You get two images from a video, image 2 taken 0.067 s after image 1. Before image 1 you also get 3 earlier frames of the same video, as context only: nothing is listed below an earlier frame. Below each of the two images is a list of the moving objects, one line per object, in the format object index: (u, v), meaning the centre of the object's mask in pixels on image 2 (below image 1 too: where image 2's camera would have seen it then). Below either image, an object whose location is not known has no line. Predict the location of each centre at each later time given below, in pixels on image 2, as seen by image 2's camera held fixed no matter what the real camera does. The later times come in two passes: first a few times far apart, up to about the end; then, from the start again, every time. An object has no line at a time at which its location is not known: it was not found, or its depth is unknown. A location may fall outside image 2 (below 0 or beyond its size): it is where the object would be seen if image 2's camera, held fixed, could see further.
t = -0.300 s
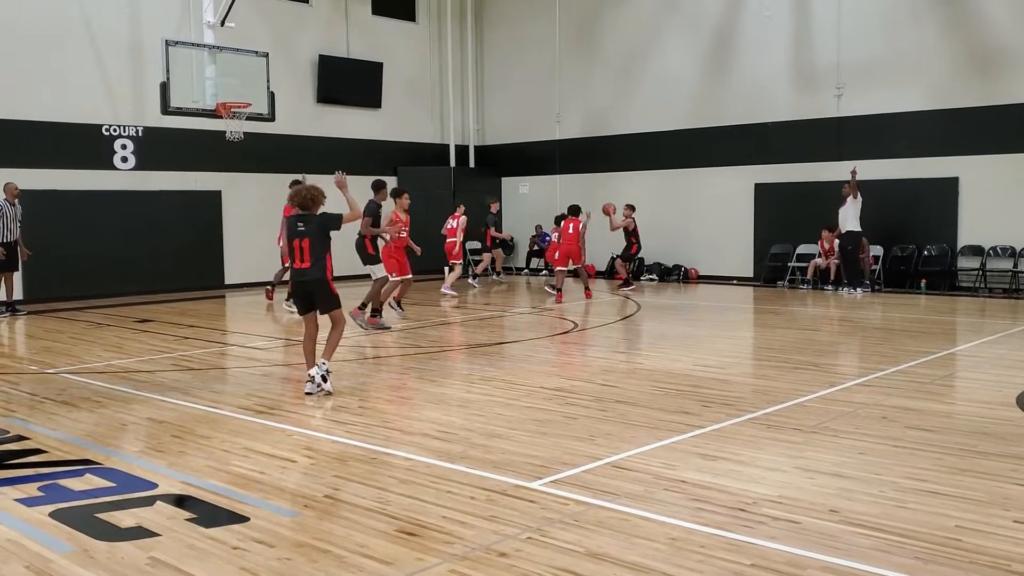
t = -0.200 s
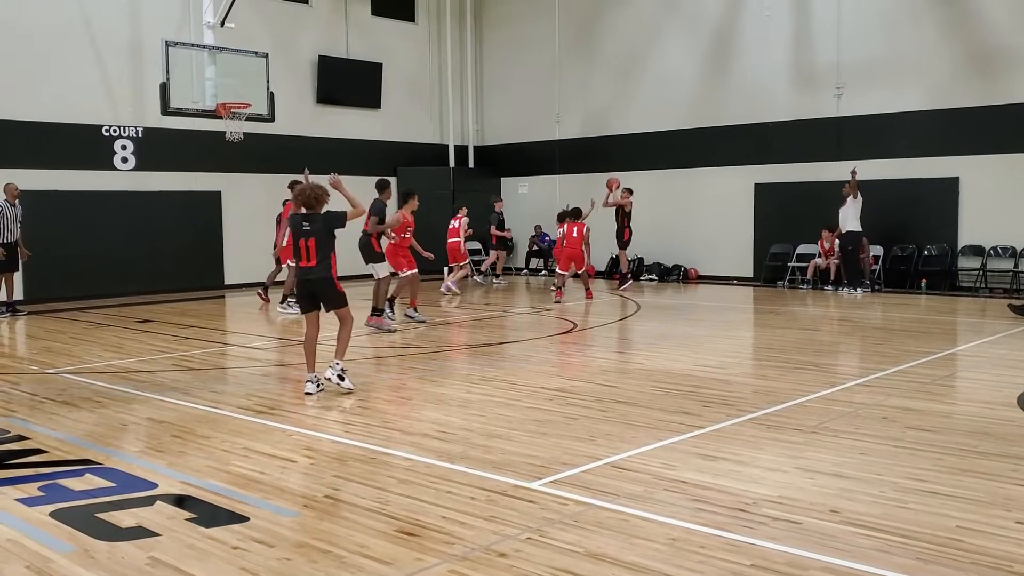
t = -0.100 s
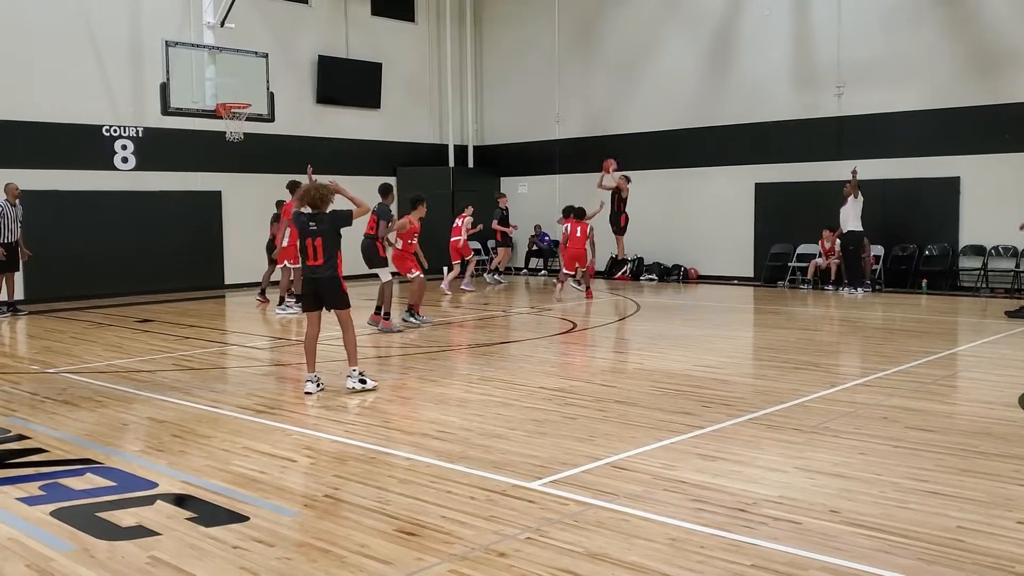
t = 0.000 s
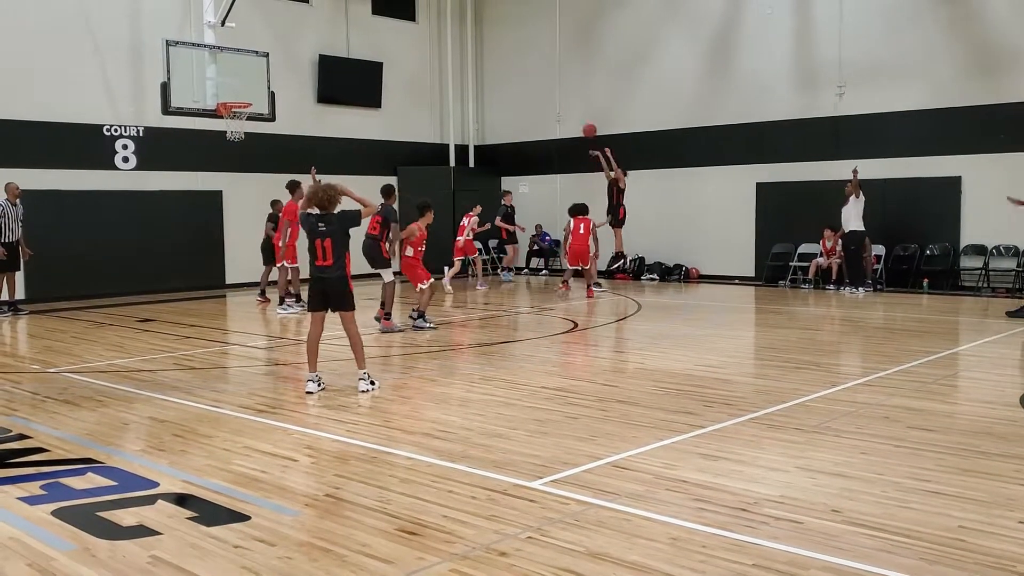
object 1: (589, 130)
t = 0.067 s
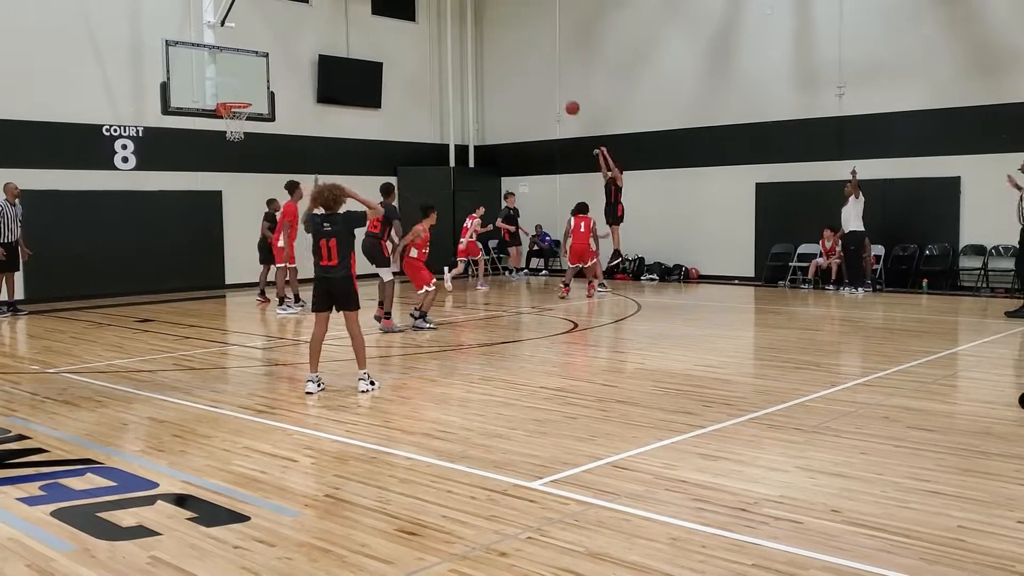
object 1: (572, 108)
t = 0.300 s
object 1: (510, 46)
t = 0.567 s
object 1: (440, 13)
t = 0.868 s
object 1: (360, 27)
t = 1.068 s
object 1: (303, 70)
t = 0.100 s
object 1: (563, 97)
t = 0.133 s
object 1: (555, 87)
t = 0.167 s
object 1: (546, 78)
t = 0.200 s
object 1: (537, 69)
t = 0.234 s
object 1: (528, 60)
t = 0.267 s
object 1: (519, 53)
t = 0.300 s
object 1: (510, 46)
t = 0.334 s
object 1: (501, 39)
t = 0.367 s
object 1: (492, 33)
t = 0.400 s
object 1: (483, 29)
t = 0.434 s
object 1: (475, 24)
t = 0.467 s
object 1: (466, 20)
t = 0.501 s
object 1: (457, 17)
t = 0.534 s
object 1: (448, 14)
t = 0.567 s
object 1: (440, 13)
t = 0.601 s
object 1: (431, 11)
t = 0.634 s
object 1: (423, 11)
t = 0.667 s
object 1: (414, 11)
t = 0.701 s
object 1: (406, 12)
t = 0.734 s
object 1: (397, 13)
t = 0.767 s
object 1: (387, 16)
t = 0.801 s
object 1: (378, 19)
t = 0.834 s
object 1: (369, 23)
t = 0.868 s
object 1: (360, 27)
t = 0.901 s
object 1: (351, 33)
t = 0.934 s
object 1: (341, 39)
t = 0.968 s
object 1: (331, 46)
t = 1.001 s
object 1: (322, 53)
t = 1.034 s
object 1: (313, 62)
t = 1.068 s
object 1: (303, 70)
